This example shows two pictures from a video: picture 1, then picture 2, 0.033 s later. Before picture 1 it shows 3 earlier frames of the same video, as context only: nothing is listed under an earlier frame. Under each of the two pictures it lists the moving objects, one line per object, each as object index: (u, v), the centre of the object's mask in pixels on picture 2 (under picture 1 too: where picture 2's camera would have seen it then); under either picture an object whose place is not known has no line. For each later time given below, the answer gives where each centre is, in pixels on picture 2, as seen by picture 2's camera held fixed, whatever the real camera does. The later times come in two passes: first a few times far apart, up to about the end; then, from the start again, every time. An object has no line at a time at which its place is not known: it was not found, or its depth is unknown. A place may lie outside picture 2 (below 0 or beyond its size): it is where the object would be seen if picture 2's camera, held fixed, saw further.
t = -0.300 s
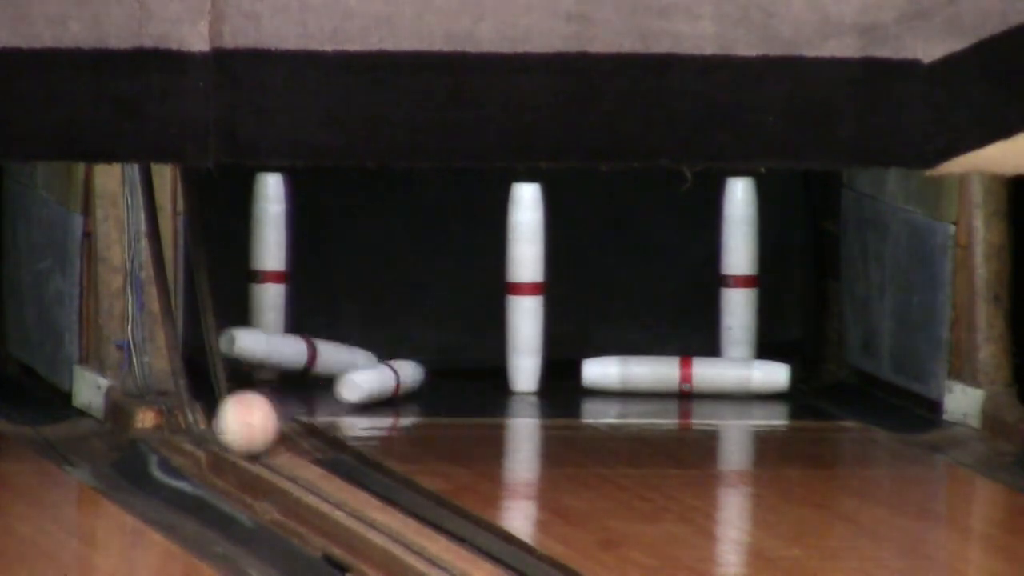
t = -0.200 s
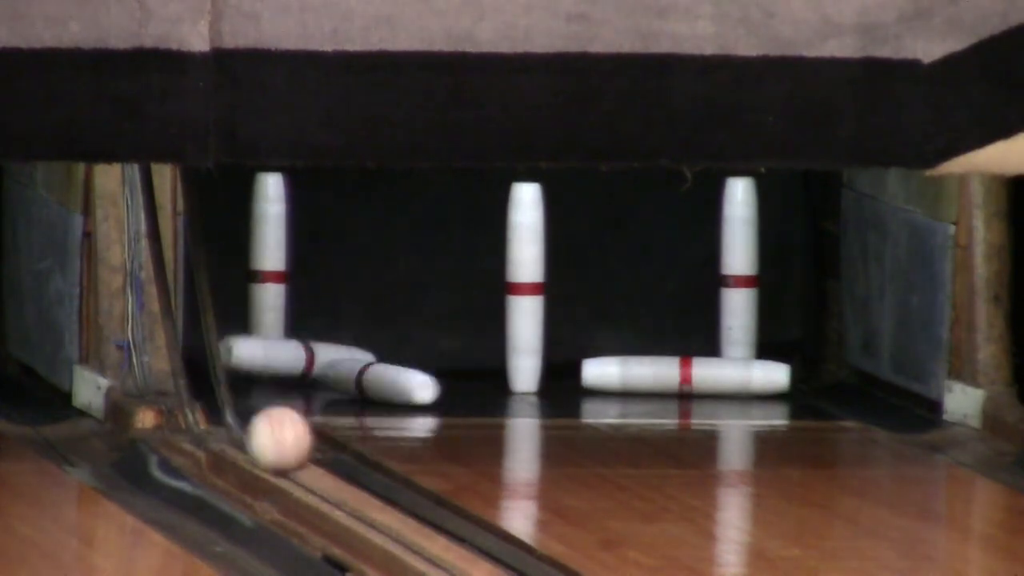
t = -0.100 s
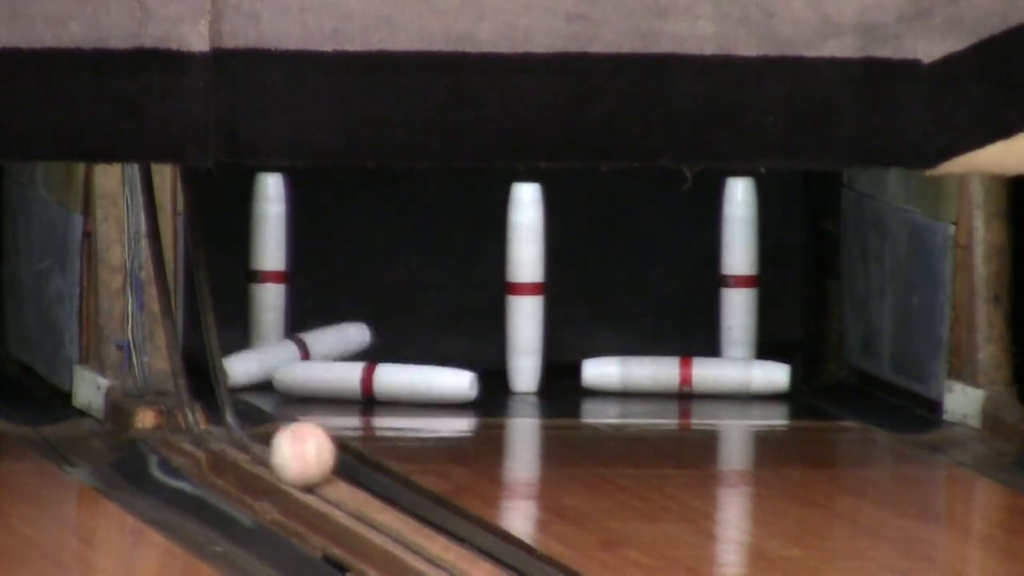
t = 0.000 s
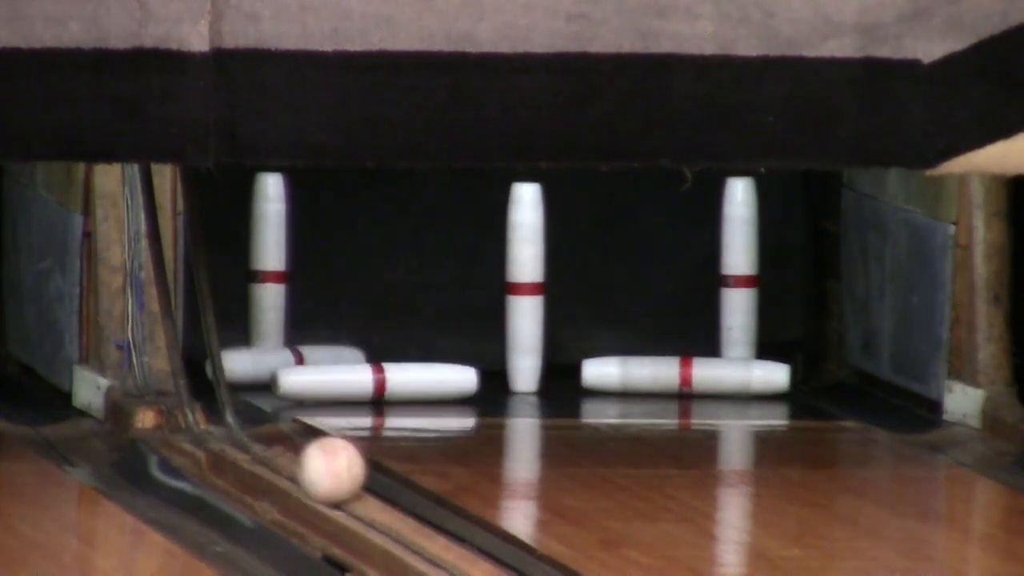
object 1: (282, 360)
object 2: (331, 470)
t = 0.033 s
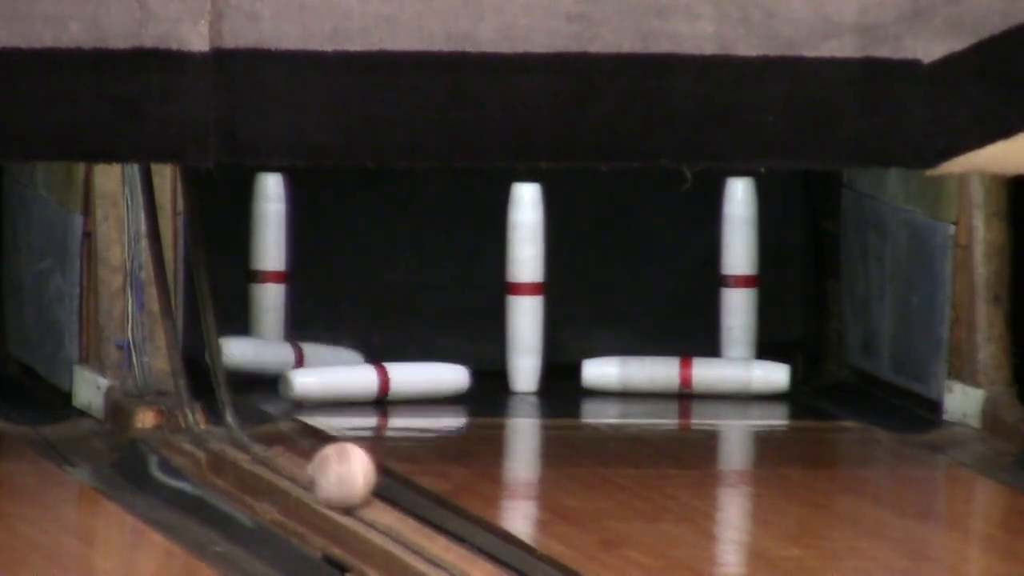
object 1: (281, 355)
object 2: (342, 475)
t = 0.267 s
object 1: (283, 360)
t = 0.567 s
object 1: (278, 360)
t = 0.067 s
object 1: (282, 353)
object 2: (351, 480)
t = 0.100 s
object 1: (284, 355)
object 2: (360, 486)
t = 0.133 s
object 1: (287, 362)
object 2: (370, 491)
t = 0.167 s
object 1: (291, 361)
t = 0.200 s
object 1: (289, 357)
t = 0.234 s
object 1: (288, 357)
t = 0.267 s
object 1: (283, 360)
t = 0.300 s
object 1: (274, 360)
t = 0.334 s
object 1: (273, 356)
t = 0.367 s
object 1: (273, 355)
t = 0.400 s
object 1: (274, 359)
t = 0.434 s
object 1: (281, 358)
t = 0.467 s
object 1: (282, 357)
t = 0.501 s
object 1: (281, 358)
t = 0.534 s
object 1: (278, 362)
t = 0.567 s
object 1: (278, 360)
